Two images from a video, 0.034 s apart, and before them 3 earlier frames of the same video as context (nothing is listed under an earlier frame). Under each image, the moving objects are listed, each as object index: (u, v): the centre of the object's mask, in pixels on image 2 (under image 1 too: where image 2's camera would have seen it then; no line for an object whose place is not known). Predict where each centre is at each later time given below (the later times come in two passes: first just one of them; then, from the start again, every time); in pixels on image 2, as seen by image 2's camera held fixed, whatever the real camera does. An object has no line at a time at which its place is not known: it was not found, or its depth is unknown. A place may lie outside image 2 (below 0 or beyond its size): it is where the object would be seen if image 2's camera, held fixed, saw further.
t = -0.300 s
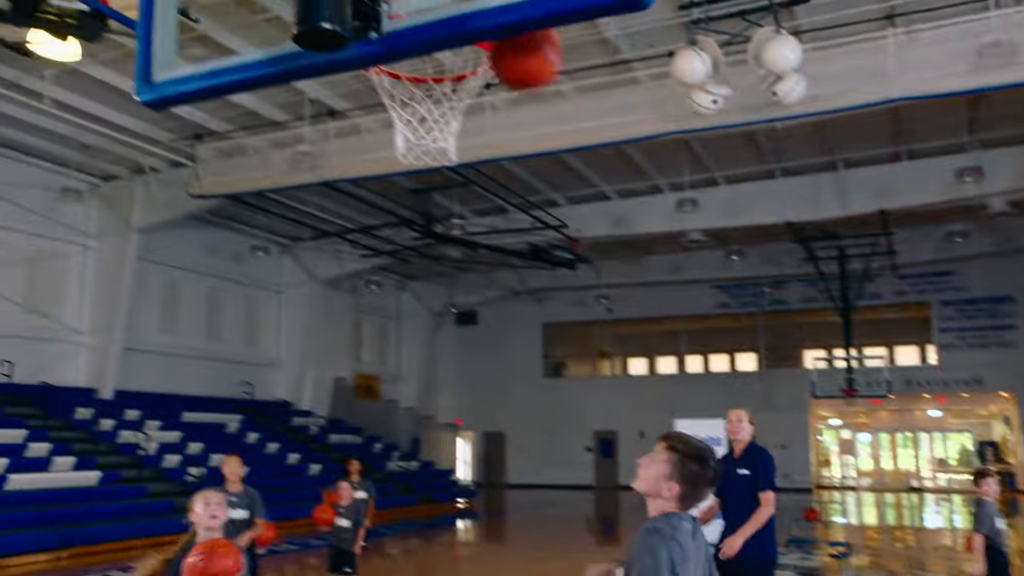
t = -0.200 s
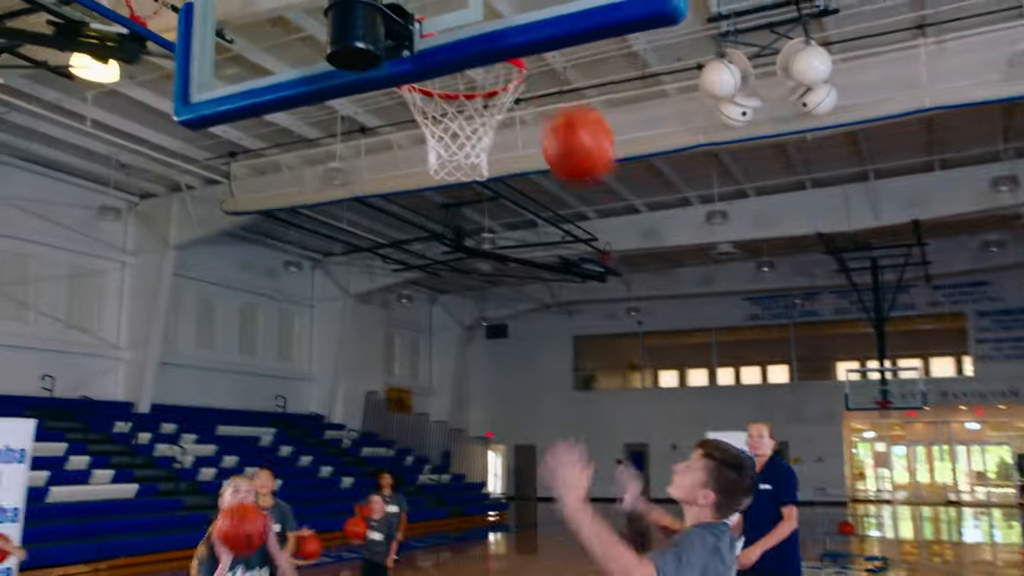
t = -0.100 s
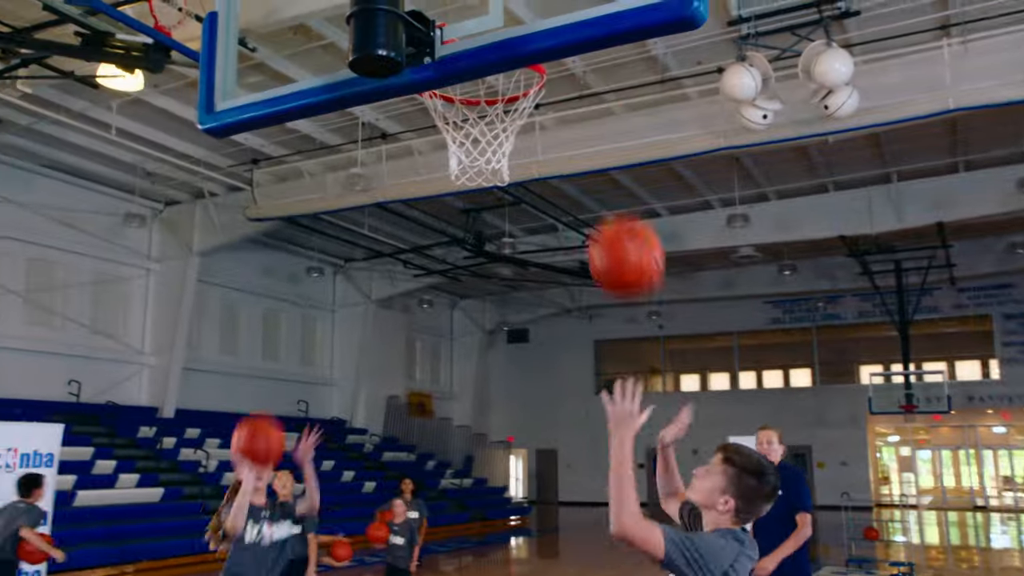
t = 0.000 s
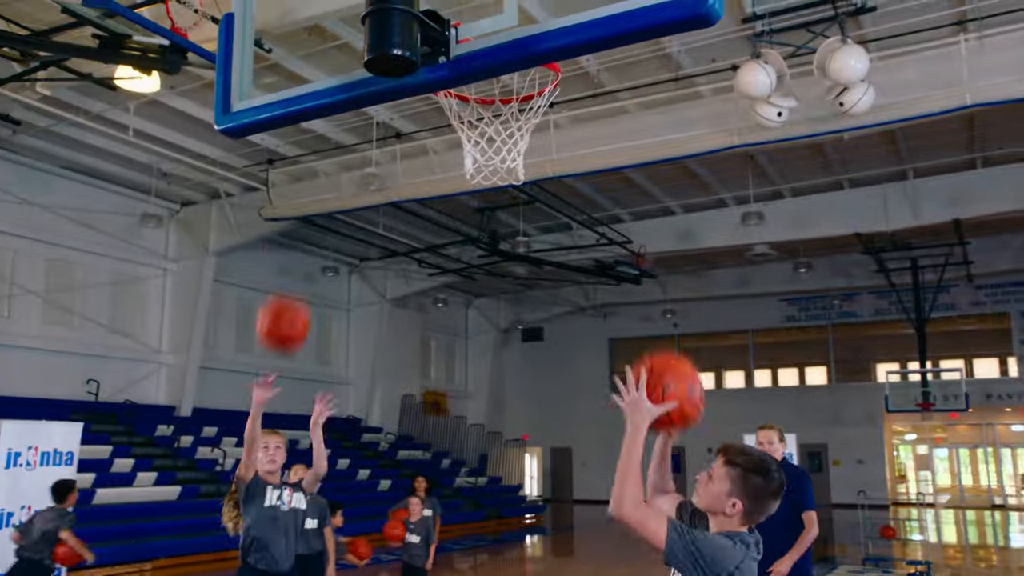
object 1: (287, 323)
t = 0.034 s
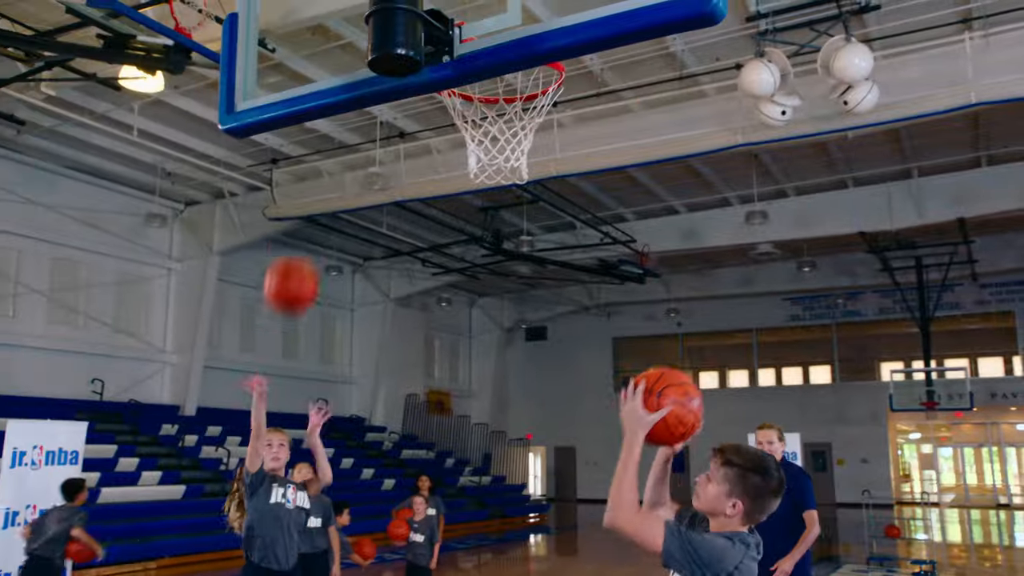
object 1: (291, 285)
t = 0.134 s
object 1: (303, 183)
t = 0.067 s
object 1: (296, 249)
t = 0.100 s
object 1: (300, 214)
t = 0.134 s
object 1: (303, 183)
